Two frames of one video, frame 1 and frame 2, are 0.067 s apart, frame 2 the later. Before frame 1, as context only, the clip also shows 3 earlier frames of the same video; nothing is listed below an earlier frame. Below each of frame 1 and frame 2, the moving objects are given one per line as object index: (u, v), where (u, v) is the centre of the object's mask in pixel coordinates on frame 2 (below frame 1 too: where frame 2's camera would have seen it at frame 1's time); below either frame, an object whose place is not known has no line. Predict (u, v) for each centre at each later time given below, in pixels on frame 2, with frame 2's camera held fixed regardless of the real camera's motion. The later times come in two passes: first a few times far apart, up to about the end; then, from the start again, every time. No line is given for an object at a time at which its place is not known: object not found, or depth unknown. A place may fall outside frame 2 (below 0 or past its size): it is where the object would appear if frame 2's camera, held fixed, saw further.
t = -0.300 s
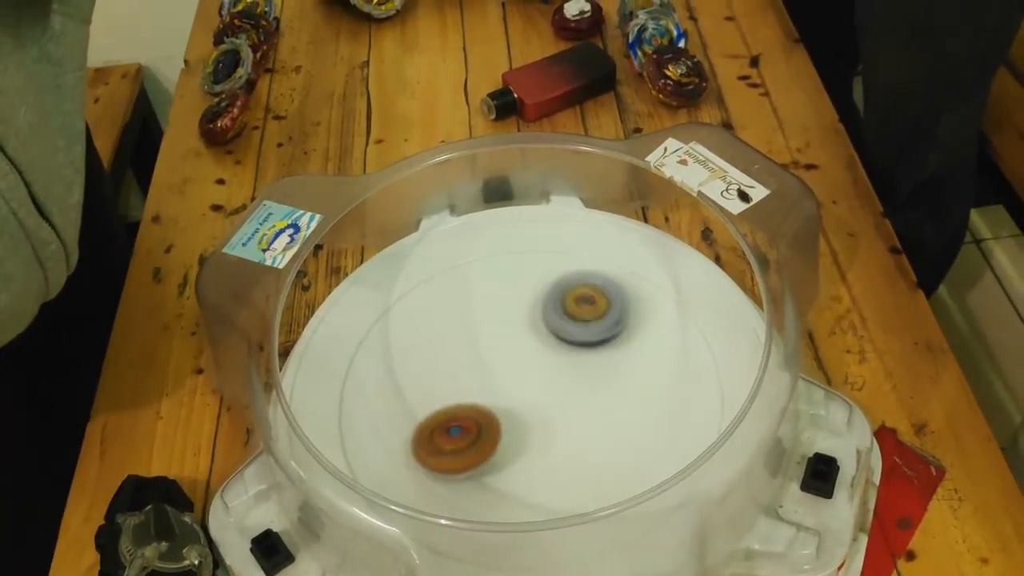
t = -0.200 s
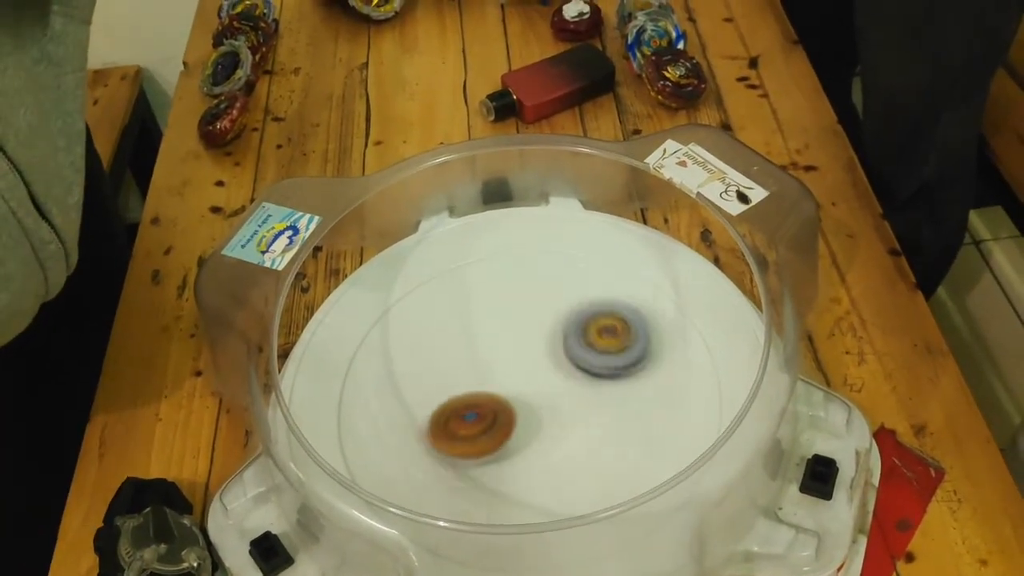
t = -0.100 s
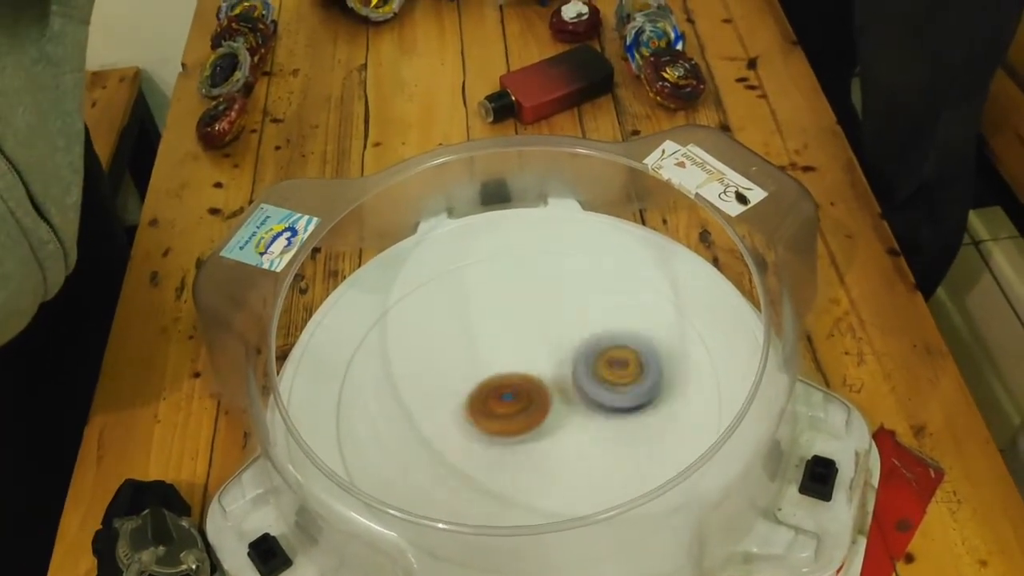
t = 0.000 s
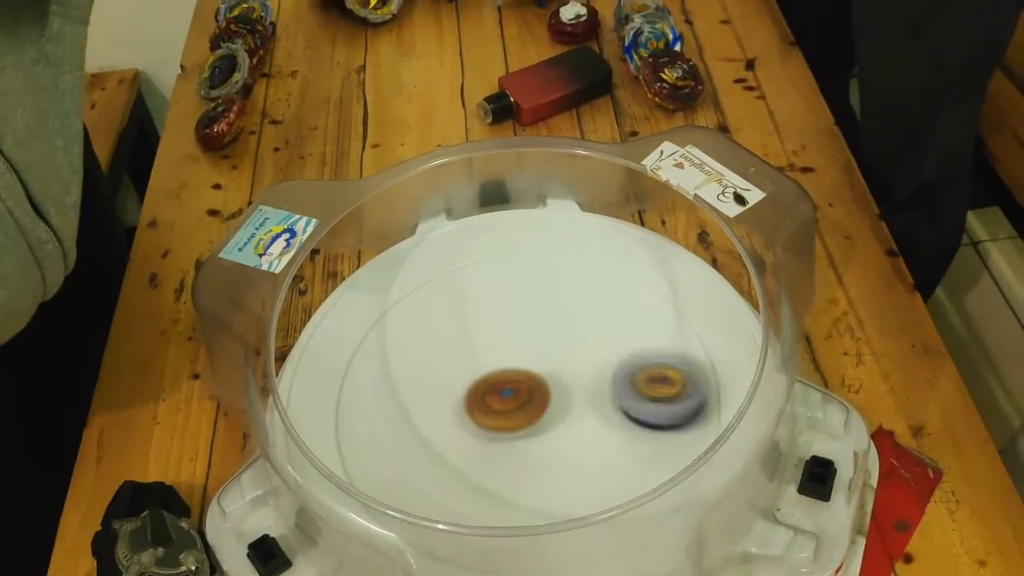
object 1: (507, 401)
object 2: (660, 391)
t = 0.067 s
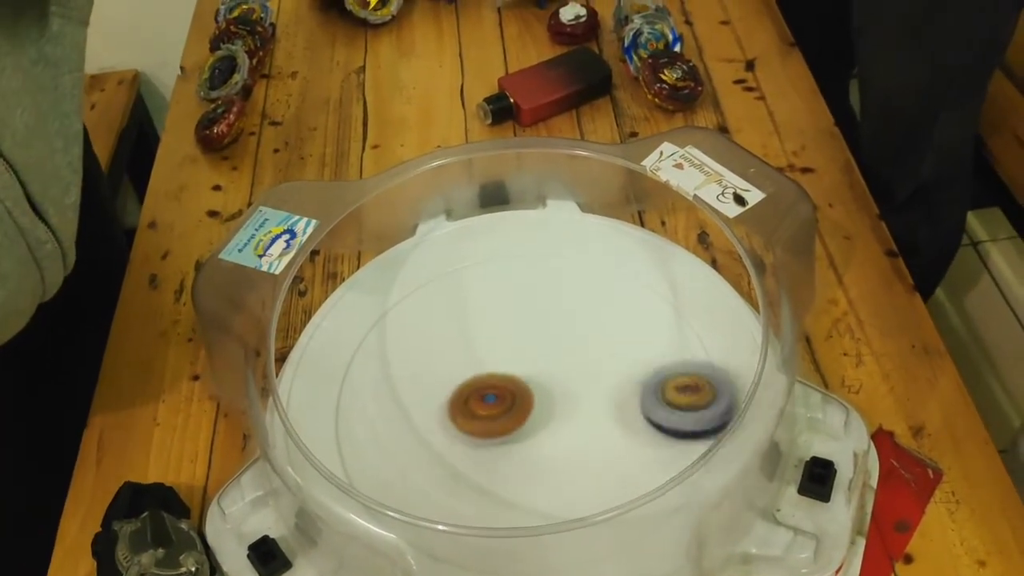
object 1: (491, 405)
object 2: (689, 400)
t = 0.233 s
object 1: (483, 409)
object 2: (692, 428)
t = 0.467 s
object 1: (533, 415)
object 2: (619, 450)
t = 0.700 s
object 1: (344, 337)
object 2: (652, 414)
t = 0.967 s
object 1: (459, 308)
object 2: (548, 360)
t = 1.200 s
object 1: (453, 293)
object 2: (674, 392)
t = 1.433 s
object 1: (487, 310)
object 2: (626, 435)
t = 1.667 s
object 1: (505, 398)
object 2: (565, 460)
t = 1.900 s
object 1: (416, 423)
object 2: (582, 484)
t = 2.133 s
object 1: (414, 413)
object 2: (570, 455)
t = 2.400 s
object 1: (439, 390)
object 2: (543, 417)
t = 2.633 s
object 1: (350, 368)
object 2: (643, 338)
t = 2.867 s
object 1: (430, 370)
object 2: (600, 324)
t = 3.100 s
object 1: (444, 405)
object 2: (541, 331)
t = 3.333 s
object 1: (453, 433)
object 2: (526, 368)
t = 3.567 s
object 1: (454, 432)
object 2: (557, 423)
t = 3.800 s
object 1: (487, 440)
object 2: (578, 423)
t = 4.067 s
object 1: (486, 459)
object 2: (594, 353)
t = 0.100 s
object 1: (485, 408)
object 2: (694, 404)
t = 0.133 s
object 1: (482, 409)
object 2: (695, 410)
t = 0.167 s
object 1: (481, 410)
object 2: (699, 417)
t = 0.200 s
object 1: (481, 409)
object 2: (698, 423)
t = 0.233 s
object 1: (483, 409)
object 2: (692, 428)
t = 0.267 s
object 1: (488, 409)
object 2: (684, 430)
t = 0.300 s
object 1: (493, 408)
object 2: (679, 440)
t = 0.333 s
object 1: (500, 408)
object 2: (666, 443)
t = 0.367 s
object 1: (509, 408)
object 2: (657, 448)
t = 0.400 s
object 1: (517, 410)
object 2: (644, 449)
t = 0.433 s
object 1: (527, 412)
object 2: (632, 452)
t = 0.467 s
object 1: (533, 415)
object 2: (619, 450)
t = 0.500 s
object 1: (489, 406)
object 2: (647, 447)
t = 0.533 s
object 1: (442, 394)
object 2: (683, 448)
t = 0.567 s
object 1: (407, 381)
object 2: (699, 444)
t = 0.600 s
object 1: (379, 369)
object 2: (683, 432)
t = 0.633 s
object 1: (358, 357)
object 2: (679, 428)
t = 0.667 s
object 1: (347, 344)
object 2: (667, 423)
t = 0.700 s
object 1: (344, 337)
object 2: (652, 414)
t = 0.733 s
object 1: (348, 332)
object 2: (636, 406)
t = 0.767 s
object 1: (354, 326)
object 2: (618, 400)
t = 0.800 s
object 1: (361, 320)
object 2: (603, 392)
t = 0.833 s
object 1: (371, 316)
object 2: (588, 385)
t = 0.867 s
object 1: (387, 313)
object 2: (574, 378)
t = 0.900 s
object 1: (408, 310)
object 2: (564, 371)
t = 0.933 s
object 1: (431, 308)
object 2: (555, 365)
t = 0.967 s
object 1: (459, 308)
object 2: (548, 360)
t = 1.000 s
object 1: (475, 308)
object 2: (556, 359)
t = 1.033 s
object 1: (460, 297)
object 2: (589, 366)
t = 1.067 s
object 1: (449, 292)
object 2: (621, 371)
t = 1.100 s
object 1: (446, 291)
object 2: (646, 377)
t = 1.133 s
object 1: (447, 291)
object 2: (663, 381)
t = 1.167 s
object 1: (450, 292)
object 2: (672, 387)
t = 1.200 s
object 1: (453, 293)
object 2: (674, 392)
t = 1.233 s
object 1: (457, 293)
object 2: (672, 397)
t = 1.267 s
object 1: (461, 295)
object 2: (664, 404)
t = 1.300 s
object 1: (466, 296)
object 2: (658, 410)
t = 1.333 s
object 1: (471, 298)
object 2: (650, 418)
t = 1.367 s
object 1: (476, 302)
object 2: (642, 424)
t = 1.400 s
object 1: (481, 305)
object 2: (634, 430)
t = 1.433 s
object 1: (487, 310)
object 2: (626, 435)
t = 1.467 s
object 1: (494, 317)
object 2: (617, 441)
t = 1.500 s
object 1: (501, 326)
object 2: (609, 444)
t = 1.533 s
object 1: (506, 338)
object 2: (600, 448)
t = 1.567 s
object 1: (510, 351)
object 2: (591, 451)
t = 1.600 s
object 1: (511, 367)
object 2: (583, 455)
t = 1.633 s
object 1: (510, 383)
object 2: (574, 458)
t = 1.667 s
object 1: (505, 398)
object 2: (565, 460)
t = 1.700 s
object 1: (491, 409)
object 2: (565, 466)
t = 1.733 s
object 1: (472, 415)
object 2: (575, 475)
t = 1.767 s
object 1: (455, 422)
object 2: (581, 480)
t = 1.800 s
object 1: (442, 425)
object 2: (585, 483)
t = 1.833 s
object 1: (430, 426)
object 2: (585, 484)
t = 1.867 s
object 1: (422, 425)
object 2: (583, 485)
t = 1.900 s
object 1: (416, 423)
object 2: (582, 484)
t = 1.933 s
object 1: (413, 422)
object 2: (579, 483)
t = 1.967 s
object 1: (413, 421)
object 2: (577, 481)
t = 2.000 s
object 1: (413, 420)
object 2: (575, 477)
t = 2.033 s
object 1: (413, 420)
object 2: (573, 472)
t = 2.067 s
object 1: (413, 418)
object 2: (571, 466)
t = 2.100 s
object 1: (414, 416)
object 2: (571, 460)
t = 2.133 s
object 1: (414, 413)
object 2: (570, 455)
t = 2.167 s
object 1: (415, 409)
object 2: (570, 449)
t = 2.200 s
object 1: (417, 406)
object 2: (568, 445)
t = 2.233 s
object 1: (420, 404)
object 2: (566, 439)
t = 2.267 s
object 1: (422, 400)
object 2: (562, 434)
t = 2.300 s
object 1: (426, 398)
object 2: (559, 430)
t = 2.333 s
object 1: (430, 395)
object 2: (554, 426)
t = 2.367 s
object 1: (434, 392)
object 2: (549, 422)
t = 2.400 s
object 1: (439, 390)
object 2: (543, 417)
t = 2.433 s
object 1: (445, 387)
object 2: (536, 413)
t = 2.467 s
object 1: (432, 387)
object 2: (544, 407)
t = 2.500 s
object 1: (397, 385)
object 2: (571, 389)
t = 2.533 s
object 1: (367, 379)
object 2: (602, 375)
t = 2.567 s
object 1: (347, 374)
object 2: (617, 364)
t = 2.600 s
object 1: (345, 368)
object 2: (637, 347)
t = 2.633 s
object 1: (350, 368)
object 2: (643, 338)
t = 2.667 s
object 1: (362, 367)
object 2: (648, 328)
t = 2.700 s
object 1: (377, 366)
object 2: (648, 323)
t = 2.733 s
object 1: (390, 367)
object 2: (643, 318)
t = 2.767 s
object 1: (402, 369)
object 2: (636, 319)
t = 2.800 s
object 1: (413, 369)
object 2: (626, 317)
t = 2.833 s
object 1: (422, 370)
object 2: (613, 321)
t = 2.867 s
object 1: (430, 370)
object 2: (600, 324)
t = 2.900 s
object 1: (436, 369)
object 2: (583, 328)
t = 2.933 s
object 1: (443, 369)
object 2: (567, 333)
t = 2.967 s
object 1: (452, 370)
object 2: (547, 337)
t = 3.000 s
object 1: (451, 379)
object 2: (542, 334)
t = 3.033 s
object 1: (443, 390)
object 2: (542, 330)
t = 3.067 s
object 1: (442, 398)
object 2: (542, 328)
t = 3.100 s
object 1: (444, 405)
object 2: (541, 331)
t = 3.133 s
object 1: (447, 411)
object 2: (541, 332)
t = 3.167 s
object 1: (449, 417)
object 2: (532, 335)
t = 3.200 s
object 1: (451, 422)
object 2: (531, 341)
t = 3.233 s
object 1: (452, 427)
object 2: (528, 345)
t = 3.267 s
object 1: (452, 429)
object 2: (525, 352)
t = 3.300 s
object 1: (453, 432)
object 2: (526, 361)
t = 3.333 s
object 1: (453, 433)
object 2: (526, 368)
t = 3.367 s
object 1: (454, 433)
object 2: (528, 377)
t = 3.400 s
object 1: (453, 433)
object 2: (532, 388)
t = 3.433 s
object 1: (453, 432)
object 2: (535, 396)
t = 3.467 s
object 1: (452, 432)
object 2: (541, 403)
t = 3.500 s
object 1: (453, 432)
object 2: (546, 412)
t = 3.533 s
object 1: (453, 432)
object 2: (551, 417)
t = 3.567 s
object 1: (454, 432)
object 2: (557, 423)
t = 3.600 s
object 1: (456, 433)
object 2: (563, 428)
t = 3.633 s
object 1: (458, 434)
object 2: (569, 429)
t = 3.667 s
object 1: (462, 435)
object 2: (571, 429)
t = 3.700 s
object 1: (467, 436)
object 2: (578, 428)
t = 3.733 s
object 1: (472, 437)
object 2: (578, 426)
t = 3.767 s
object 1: (479, 438)
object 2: (577, 424)
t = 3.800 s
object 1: (487, 440)
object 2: (578, 423)
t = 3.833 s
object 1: (488, 446)
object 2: (579, 411)
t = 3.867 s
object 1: (487, 453)
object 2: (583, 396)
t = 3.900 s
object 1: (488, 458)
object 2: (586, 382)
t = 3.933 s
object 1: (488, 461)
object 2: (587, 371)
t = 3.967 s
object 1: (490, 461)
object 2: (587, 362)
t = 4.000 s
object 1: (489, 461)
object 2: (589, 357)
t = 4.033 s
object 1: (487, 460)
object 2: (592, 354)
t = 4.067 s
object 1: (486, 459)
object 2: (594, 353)
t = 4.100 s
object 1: (484, 459)
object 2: (593, 353)
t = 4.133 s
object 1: (484, 459)
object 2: (591, 354)
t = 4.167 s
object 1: (486, 458)
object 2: (588, 356)
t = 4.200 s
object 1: (487, 456)
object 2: (586, 358)
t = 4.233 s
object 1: (492, 453)
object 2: (583, 360)
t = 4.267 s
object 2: (579, 365)
